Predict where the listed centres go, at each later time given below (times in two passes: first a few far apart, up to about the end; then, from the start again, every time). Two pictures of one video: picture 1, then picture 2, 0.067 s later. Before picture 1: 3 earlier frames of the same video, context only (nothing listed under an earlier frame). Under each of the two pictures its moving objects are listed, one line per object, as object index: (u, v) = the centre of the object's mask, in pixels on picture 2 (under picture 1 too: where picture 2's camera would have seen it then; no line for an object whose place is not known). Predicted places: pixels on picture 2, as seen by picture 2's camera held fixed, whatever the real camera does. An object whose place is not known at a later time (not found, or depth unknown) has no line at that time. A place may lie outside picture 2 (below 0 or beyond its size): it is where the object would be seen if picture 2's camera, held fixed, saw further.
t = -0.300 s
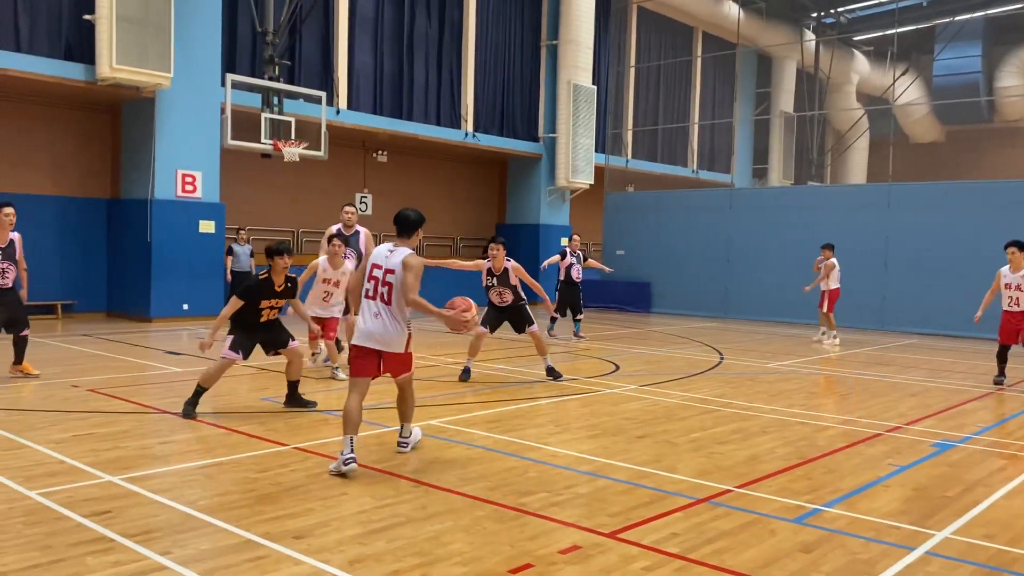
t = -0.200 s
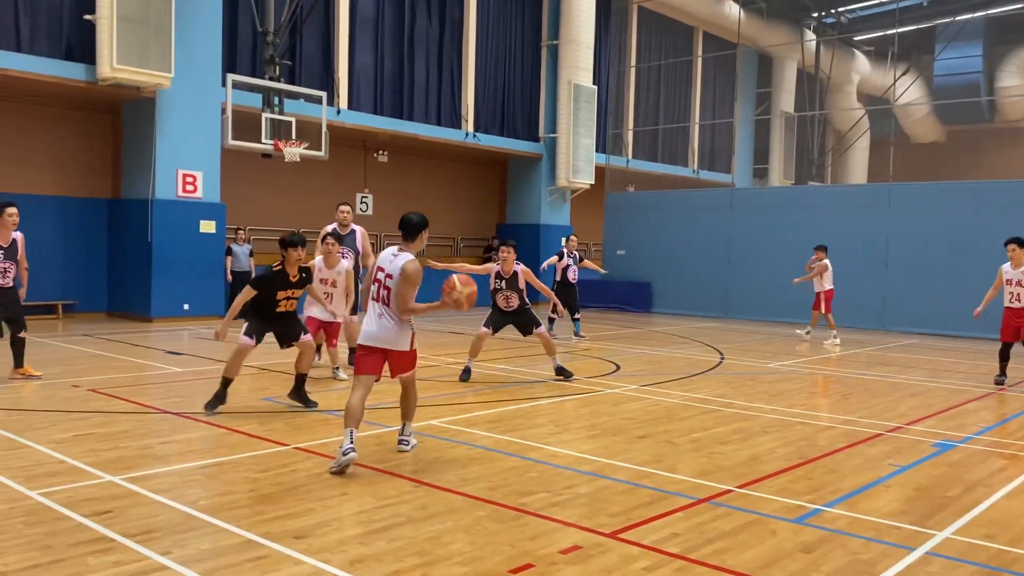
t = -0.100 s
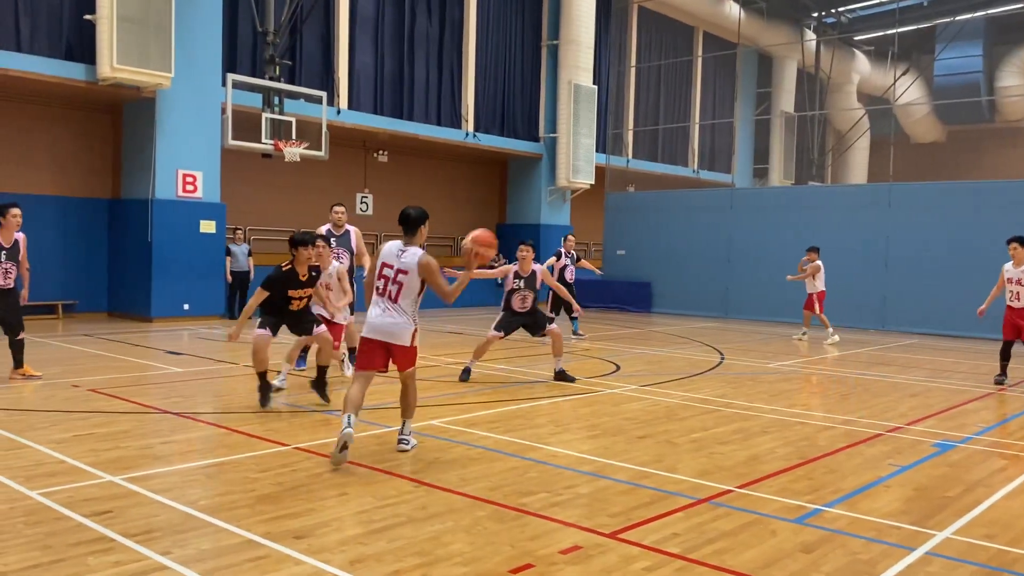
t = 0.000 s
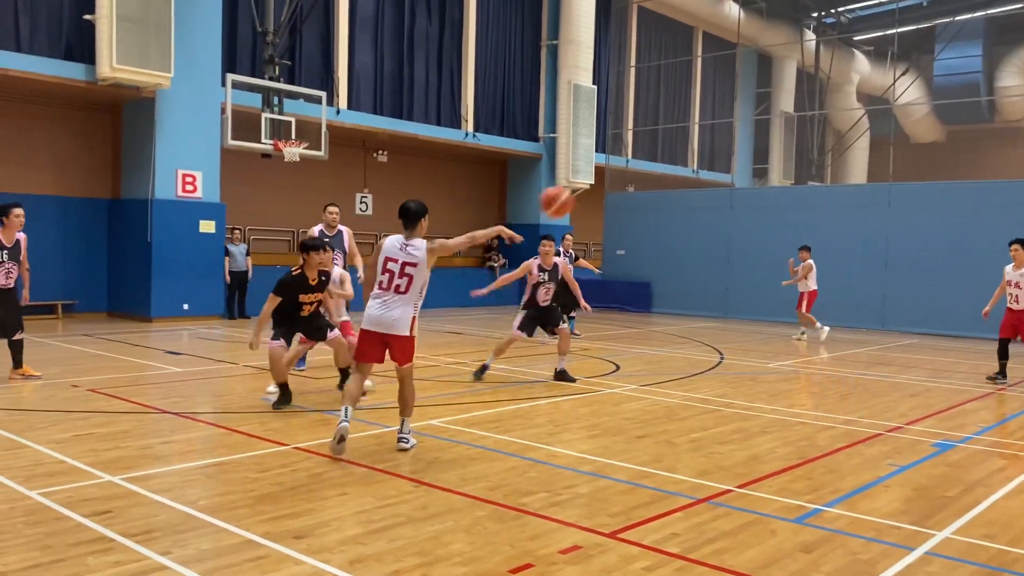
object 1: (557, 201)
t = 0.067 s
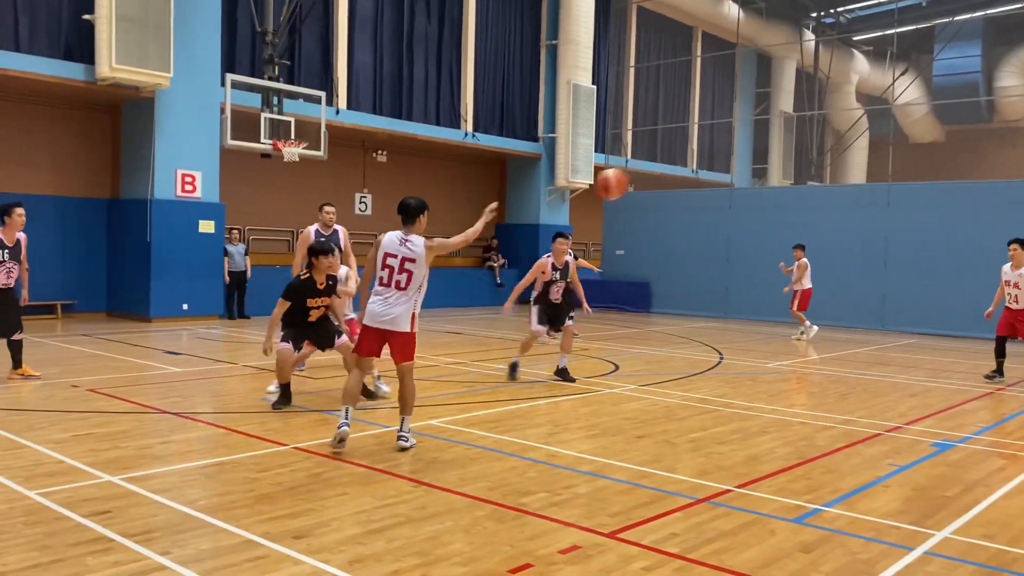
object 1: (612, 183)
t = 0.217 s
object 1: (718, 166)
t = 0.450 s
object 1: (842, 187)
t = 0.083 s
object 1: (624, 180)
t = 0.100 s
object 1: (637, 178)
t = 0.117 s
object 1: (649, 175)
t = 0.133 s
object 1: (663, 173)
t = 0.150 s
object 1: (674, 170)
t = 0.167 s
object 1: (686, 169)
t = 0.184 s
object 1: (696, 168)
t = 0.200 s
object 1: (707, 166)
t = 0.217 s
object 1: (718, 166)
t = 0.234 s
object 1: (728, 166)
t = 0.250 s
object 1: (738, 166)
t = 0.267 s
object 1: (748, 167)
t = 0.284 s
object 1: (758, 168)
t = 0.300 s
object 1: (767, 168)
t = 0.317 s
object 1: (776, 169)
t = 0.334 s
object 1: (785, 171)
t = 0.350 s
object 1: (794, 173)
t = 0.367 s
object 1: (802, 174)
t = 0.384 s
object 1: (810, 177)
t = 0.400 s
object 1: (818, 179)
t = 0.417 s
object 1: (826, 182)
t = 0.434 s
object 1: (834, 184)
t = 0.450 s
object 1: (842, 187)
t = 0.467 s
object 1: (848, 191)
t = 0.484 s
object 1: (856, 195)
